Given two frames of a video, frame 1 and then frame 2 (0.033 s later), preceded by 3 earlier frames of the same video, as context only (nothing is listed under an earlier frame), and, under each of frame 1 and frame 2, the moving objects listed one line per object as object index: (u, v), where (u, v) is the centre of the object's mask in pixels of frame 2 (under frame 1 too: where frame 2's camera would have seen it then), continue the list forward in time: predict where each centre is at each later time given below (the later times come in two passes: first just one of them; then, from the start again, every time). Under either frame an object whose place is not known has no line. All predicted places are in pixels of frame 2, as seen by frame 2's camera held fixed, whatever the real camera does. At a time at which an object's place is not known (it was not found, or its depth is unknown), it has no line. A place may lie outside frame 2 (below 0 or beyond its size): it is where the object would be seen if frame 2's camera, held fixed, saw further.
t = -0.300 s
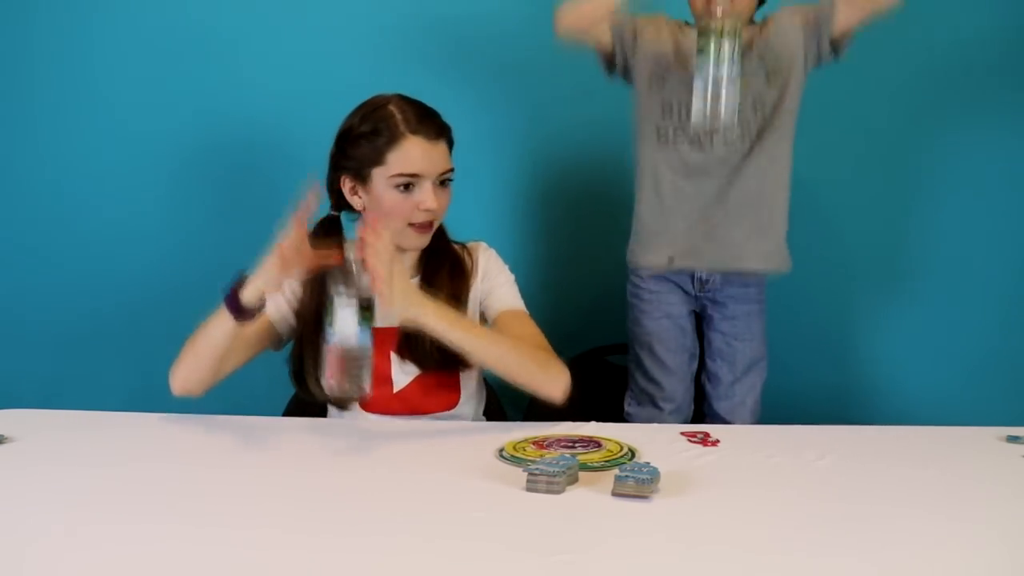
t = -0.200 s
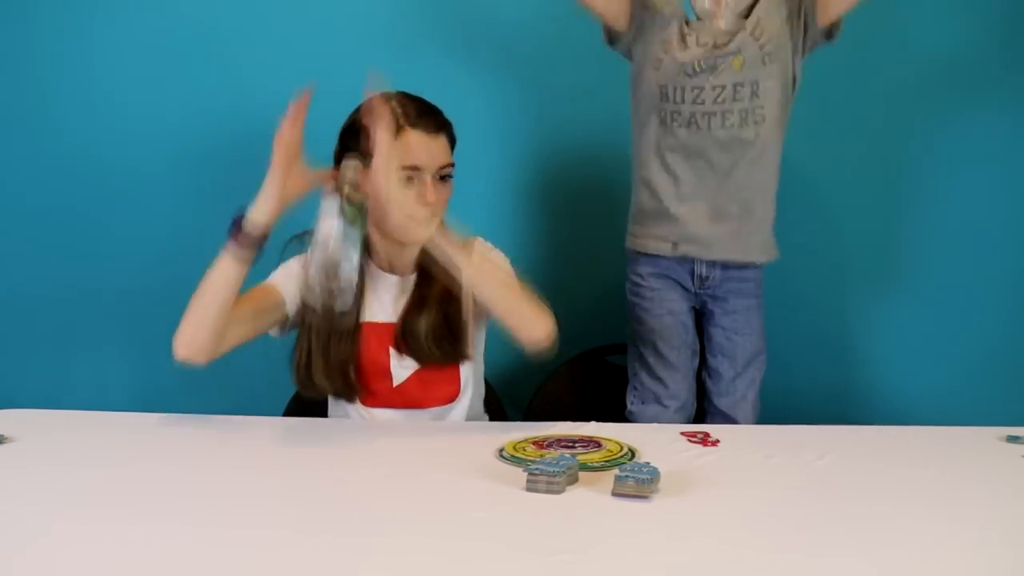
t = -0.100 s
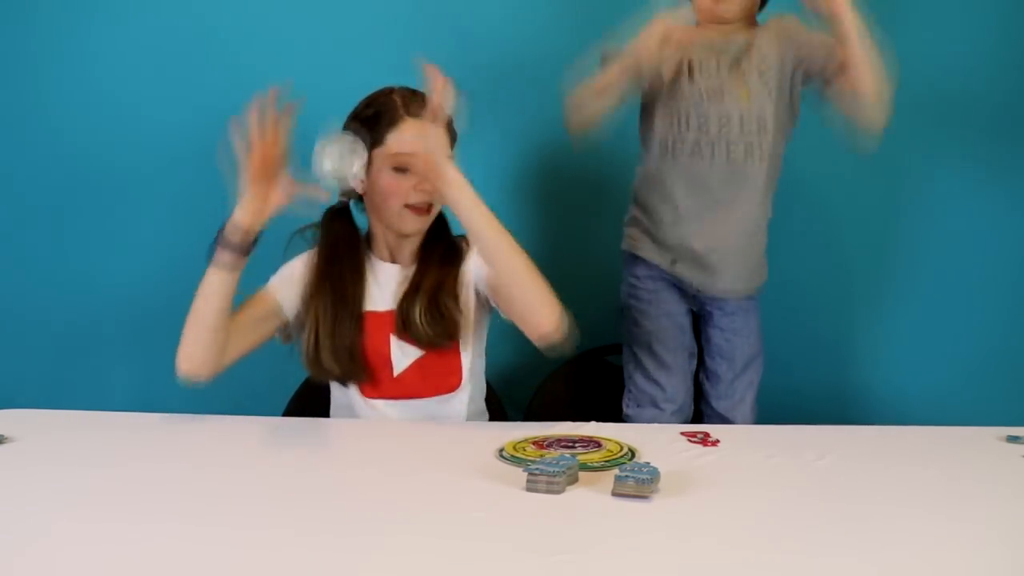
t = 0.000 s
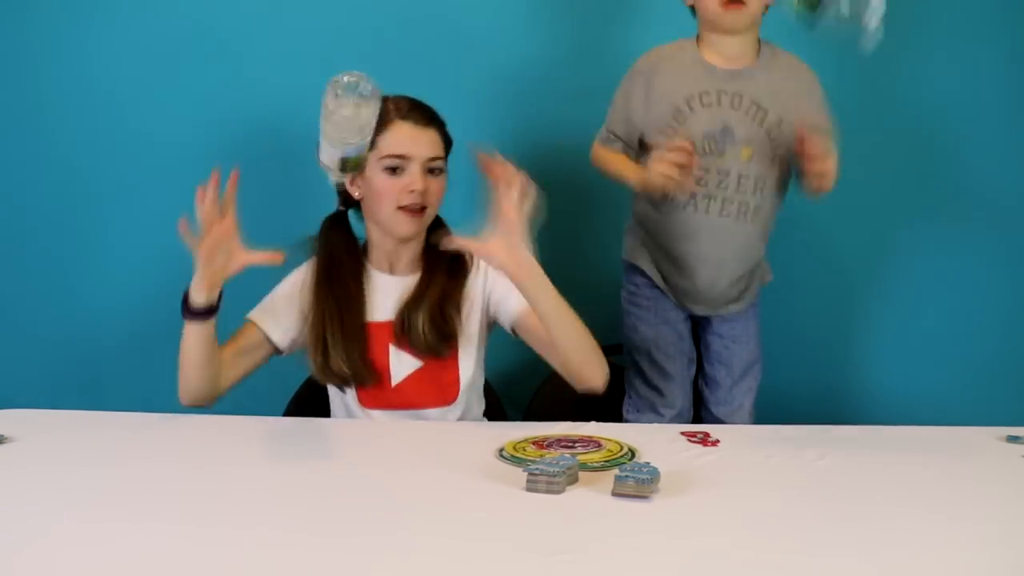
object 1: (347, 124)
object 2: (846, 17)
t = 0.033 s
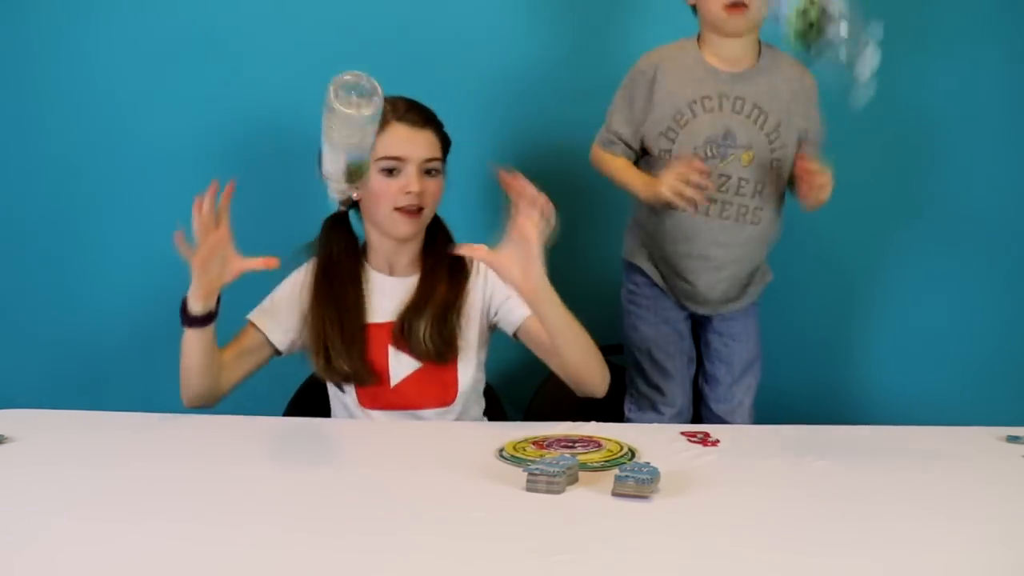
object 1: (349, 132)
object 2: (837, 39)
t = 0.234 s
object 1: (357, 389)
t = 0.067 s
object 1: (350, 146)
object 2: (817, 68)
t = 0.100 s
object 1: (350, 179)
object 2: (811, 115)
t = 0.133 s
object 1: (351, 220)
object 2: (810, 184)
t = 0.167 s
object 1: (351, 278)
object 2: (812, 272)
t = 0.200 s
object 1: (353, 340)
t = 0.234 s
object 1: (357, 389)
